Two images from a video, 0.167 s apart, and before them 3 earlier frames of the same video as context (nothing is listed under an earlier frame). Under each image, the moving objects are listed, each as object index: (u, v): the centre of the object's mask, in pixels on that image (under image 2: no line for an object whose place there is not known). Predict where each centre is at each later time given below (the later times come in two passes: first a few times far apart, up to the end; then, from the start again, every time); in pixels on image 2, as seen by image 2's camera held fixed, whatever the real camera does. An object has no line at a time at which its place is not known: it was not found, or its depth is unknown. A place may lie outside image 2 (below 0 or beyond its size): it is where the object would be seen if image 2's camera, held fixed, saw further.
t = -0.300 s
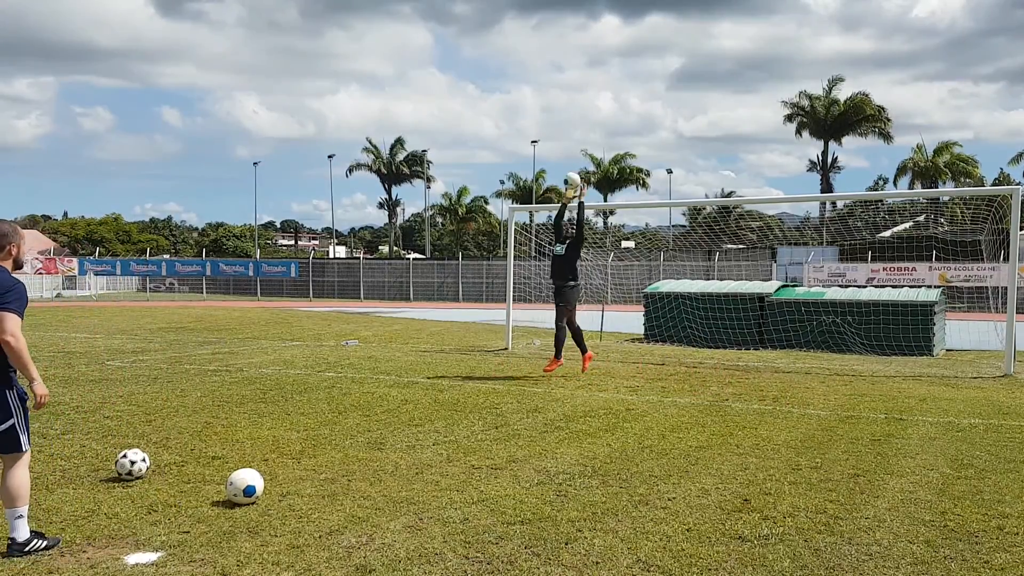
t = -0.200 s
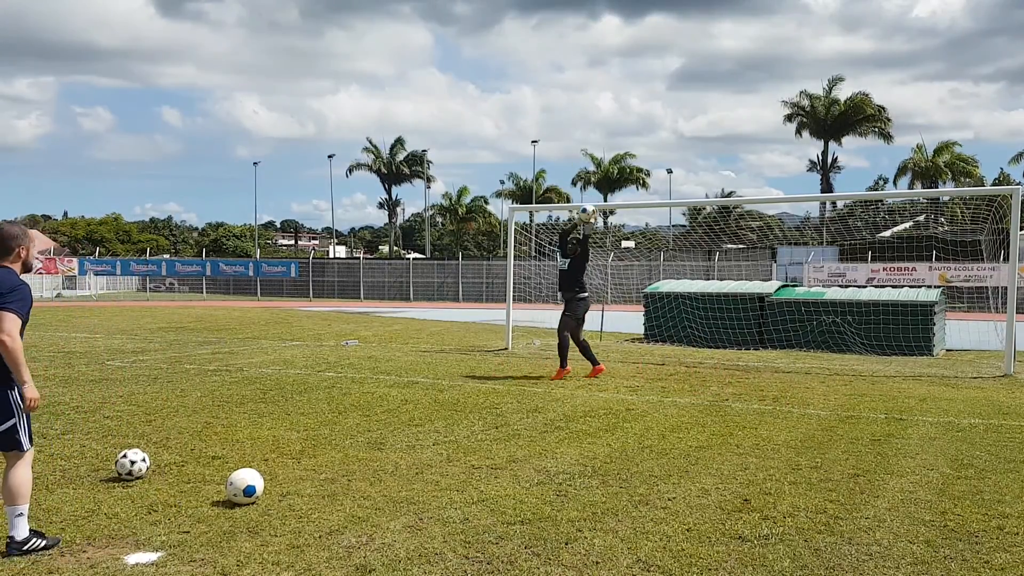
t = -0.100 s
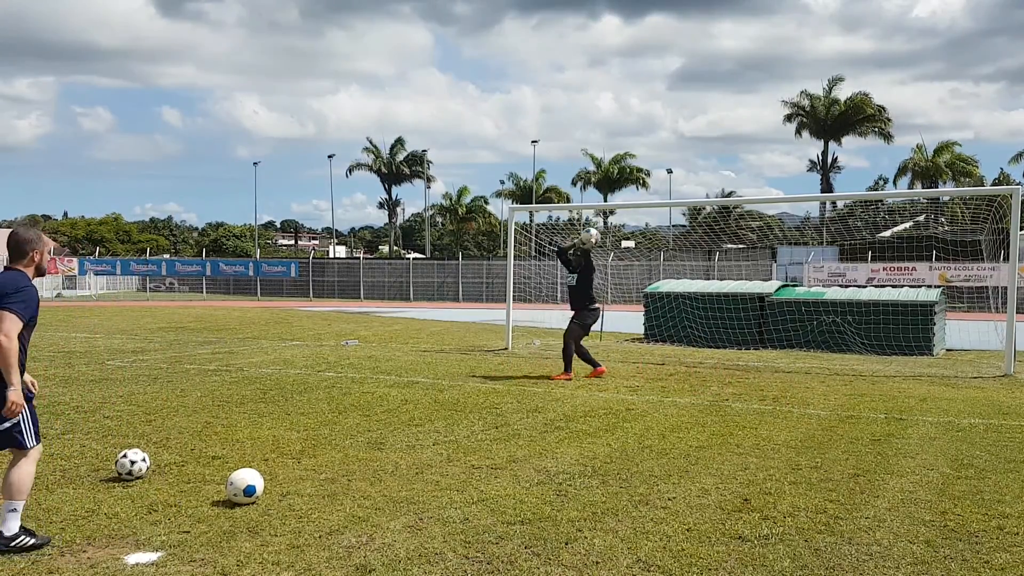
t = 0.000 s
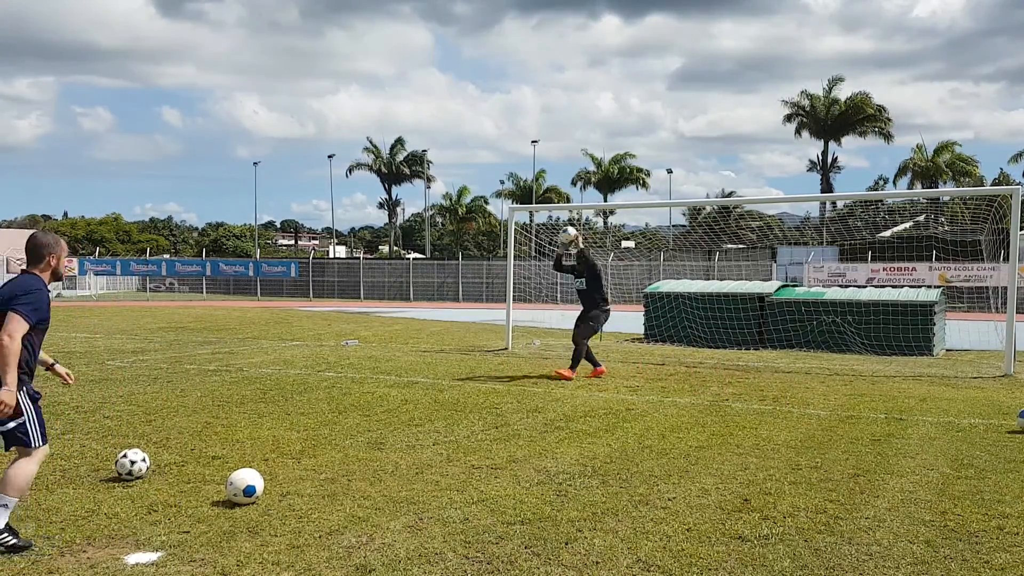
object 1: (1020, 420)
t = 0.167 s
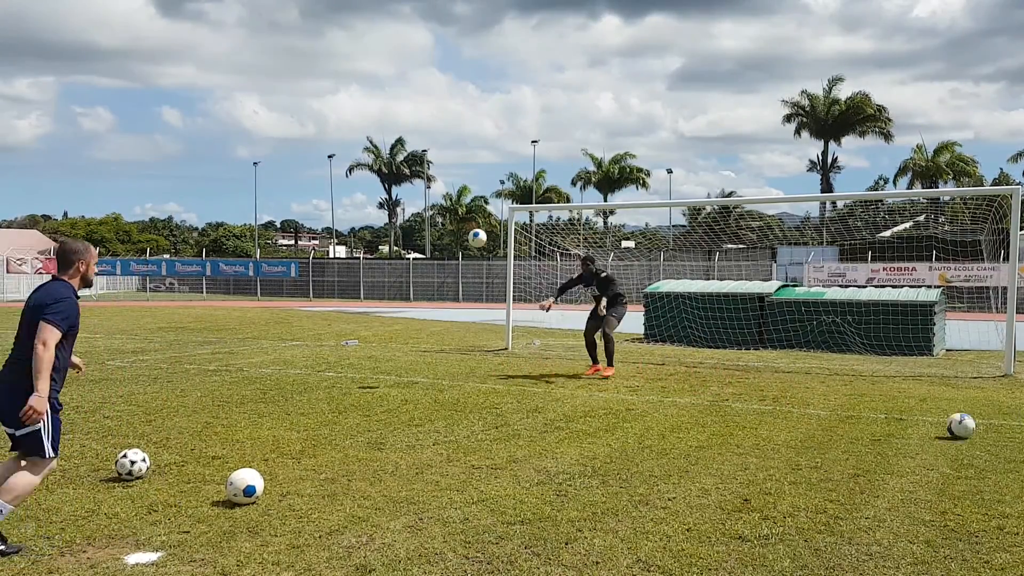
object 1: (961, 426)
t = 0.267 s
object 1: (917, 430)
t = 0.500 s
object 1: (813, 427)
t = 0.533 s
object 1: (798, 427)
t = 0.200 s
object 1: (946, 427)
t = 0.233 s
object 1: (931, 428)
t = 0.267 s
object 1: (917, 430)
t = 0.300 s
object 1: (902, 429)
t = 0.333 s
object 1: (887, 430)
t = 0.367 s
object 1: (871, 432)
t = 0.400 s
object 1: (856, 434)
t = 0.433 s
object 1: (842, 430)
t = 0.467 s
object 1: (828, 428)
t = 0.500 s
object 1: (813, 427)
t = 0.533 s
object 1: (798, 427)
